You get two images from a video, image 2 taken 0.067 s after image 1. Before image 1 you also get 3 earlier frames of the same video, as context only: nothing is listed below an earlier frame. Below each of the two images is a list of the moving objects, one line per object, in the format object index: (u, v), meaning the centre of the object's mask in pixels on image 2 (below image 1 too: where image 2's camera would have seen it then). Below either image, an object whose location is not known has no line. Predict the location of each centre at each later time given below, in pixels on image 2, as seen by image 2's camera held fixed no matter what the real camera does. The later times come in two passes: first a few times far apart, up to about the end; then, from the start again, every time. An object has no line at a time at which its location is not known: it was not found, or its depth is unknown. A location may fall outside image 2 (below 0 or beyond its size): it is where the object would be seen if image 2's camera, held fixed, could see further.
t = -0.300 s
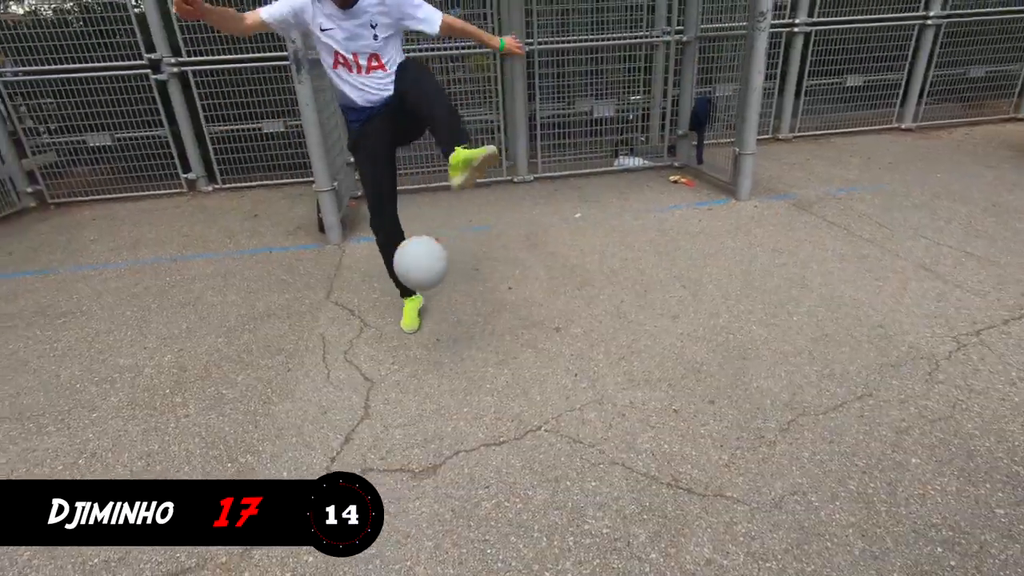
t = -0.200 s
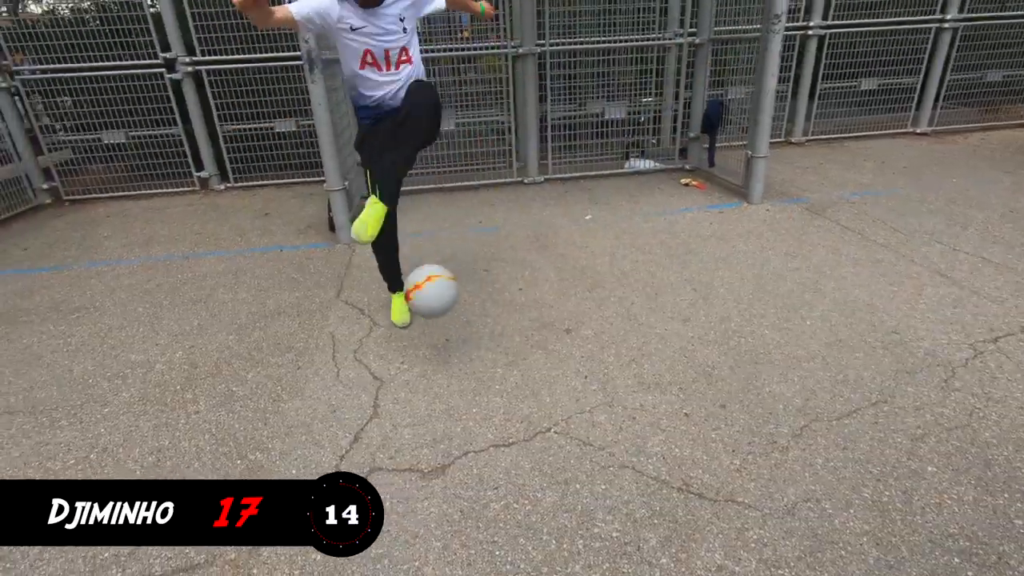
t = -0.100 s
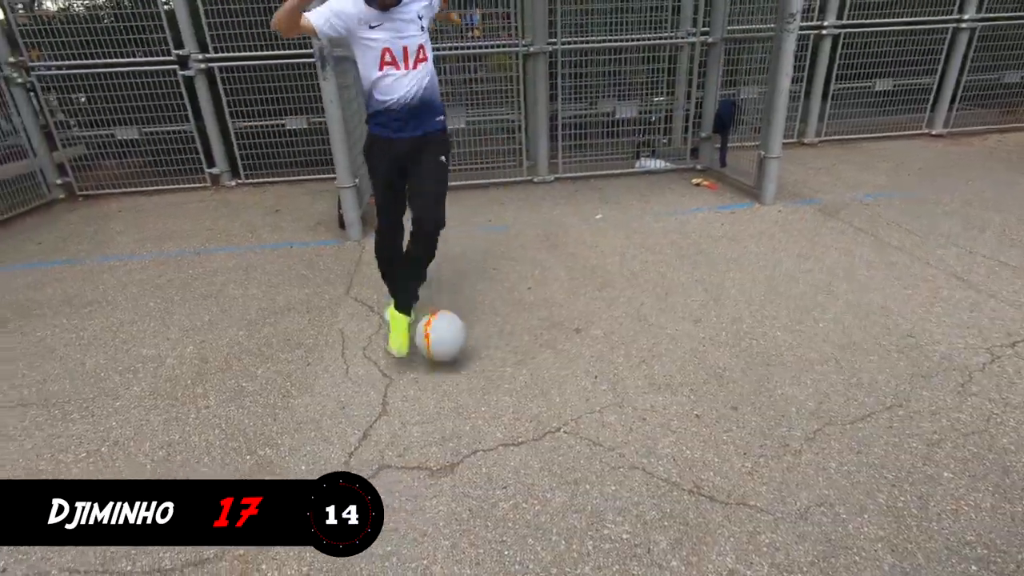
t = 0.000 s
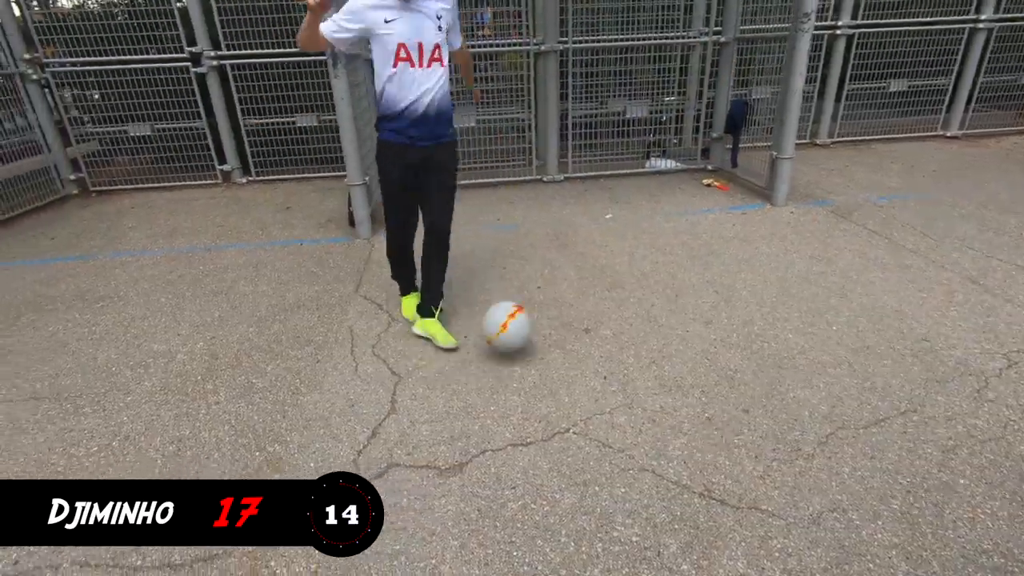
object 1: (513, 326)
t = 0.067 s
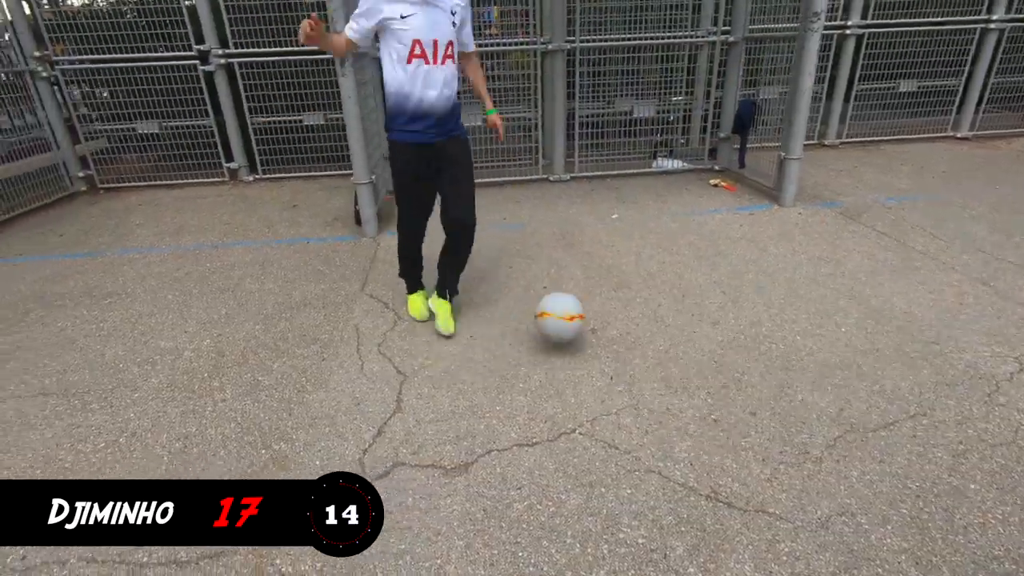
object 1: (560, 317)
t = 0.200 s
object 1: (646, 322)
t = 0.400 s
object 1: (750, 306)
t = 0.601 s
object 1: (850, 293)
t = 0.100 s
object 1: (583, 316)
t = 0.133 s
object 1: (605, 317)
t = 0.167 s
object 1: (627, 321)
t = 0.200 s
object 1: (646, 322)
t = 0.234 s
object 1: (665, 313)
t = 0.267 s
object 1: (684, 307)
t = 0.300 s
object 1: (700, 304)
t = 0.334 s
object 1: (717, 302)
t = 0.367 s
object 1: (734, 303)
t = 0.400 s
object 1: (750, 306)
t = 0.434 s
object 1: (766, 310)
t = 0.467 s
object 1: (782, 304)
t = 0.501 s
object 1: (801, 296)
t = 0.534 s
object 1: (817, 293)
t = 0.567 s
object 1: (834, 293)
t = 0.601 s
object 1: (850, 293)
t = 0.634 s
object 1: (865, 295)
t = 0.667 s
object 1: (880, 295)
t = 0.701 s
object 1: (898, 290)
